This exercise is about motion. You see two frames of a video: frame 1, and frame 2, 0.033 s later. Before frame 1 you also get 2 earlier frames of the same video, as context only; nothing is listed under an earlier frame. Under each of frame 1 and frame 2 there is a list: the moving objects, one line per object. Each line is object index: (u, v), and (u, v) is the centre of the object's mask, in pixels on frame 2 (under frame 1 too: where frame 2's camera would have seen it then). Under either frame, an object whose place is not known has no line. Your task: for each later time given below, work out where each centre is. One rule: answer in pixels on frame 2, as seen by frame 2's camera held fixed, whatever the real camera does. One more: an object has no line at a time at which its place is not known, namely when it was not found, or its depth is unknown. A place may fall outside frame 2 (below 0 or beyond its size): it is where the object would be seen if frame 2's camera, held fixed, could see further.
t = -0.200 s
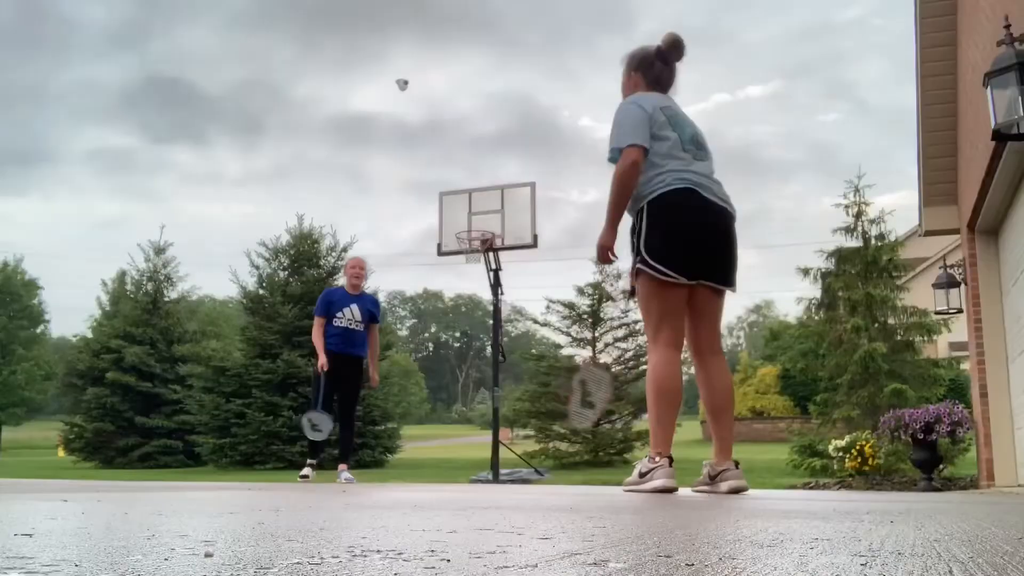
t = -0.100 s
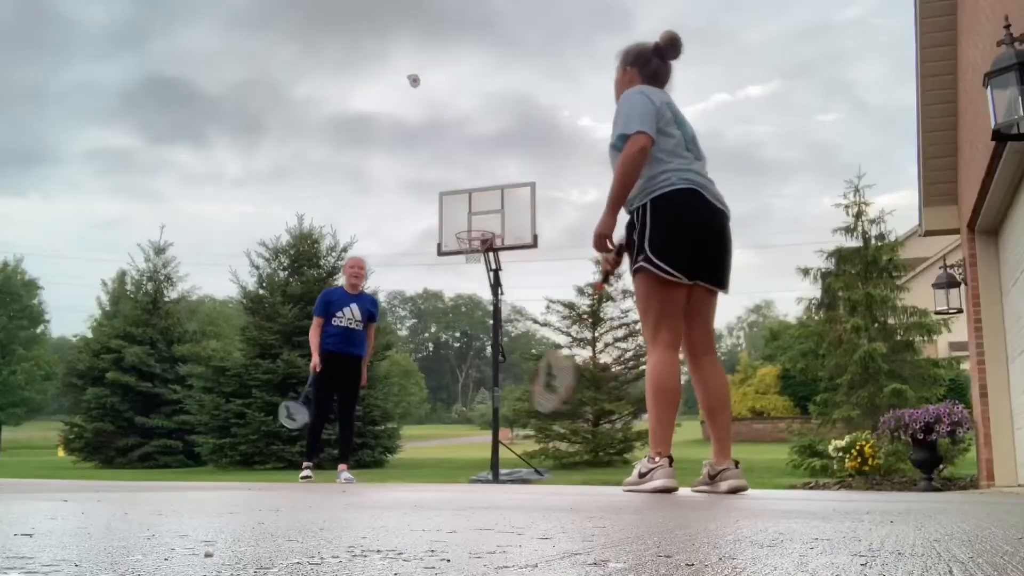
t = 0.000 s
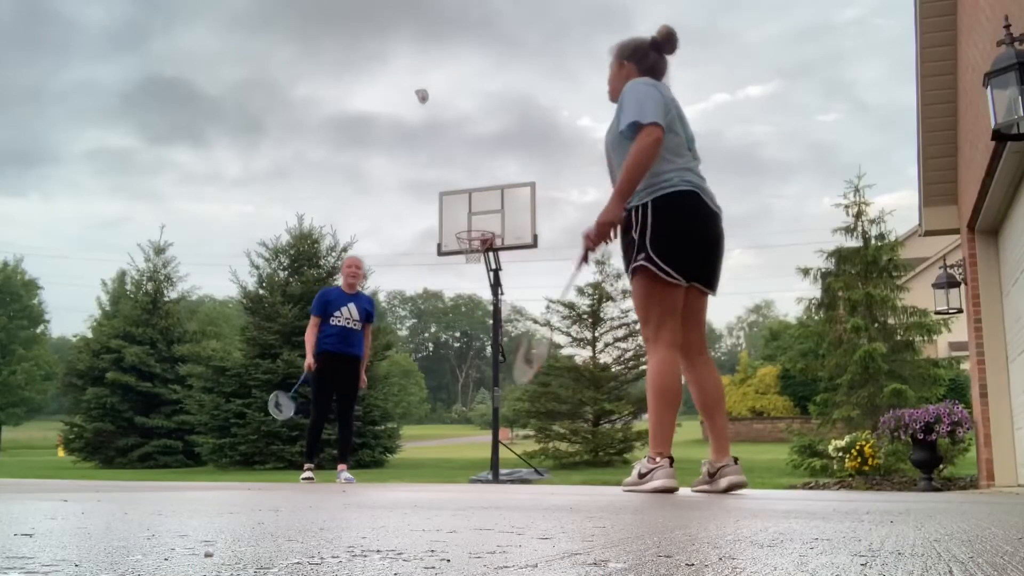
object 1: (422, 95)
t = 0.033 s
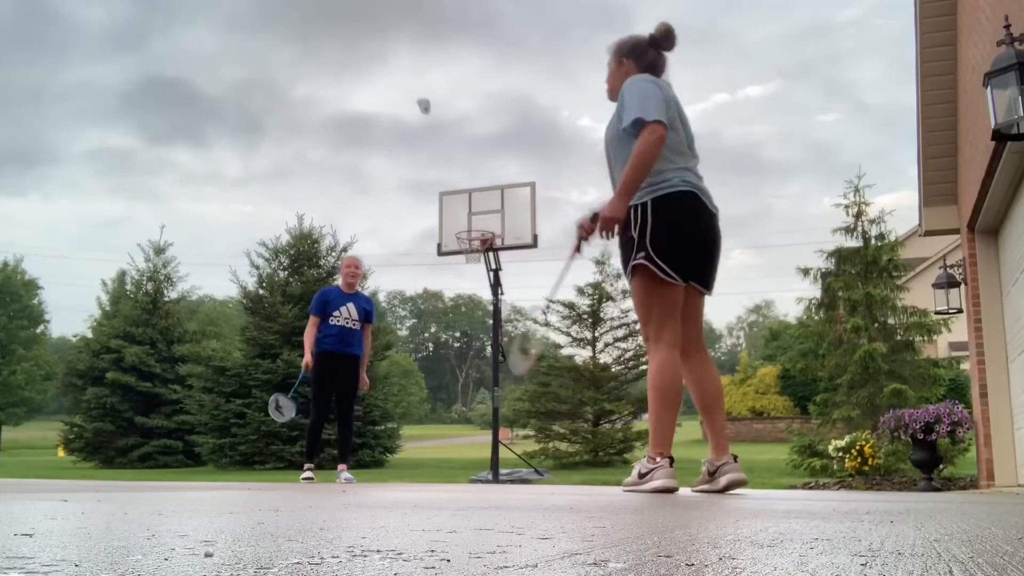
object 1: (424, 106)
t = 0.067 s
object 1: (426, 119)
